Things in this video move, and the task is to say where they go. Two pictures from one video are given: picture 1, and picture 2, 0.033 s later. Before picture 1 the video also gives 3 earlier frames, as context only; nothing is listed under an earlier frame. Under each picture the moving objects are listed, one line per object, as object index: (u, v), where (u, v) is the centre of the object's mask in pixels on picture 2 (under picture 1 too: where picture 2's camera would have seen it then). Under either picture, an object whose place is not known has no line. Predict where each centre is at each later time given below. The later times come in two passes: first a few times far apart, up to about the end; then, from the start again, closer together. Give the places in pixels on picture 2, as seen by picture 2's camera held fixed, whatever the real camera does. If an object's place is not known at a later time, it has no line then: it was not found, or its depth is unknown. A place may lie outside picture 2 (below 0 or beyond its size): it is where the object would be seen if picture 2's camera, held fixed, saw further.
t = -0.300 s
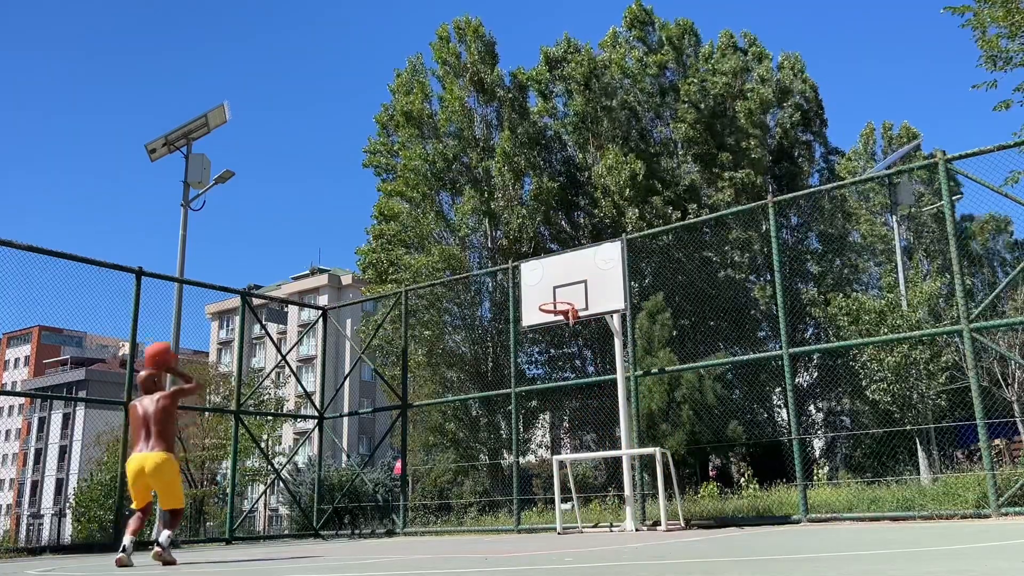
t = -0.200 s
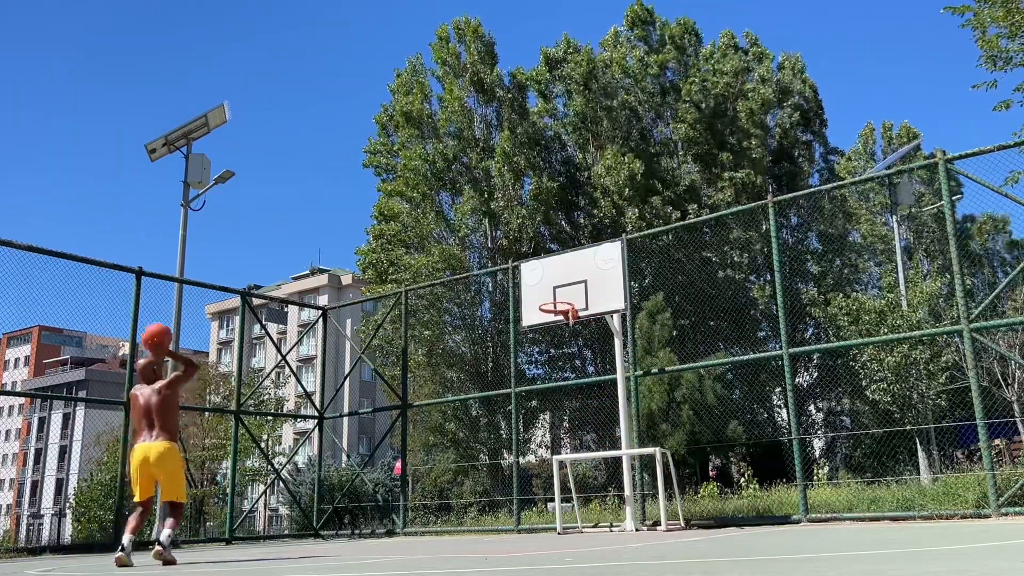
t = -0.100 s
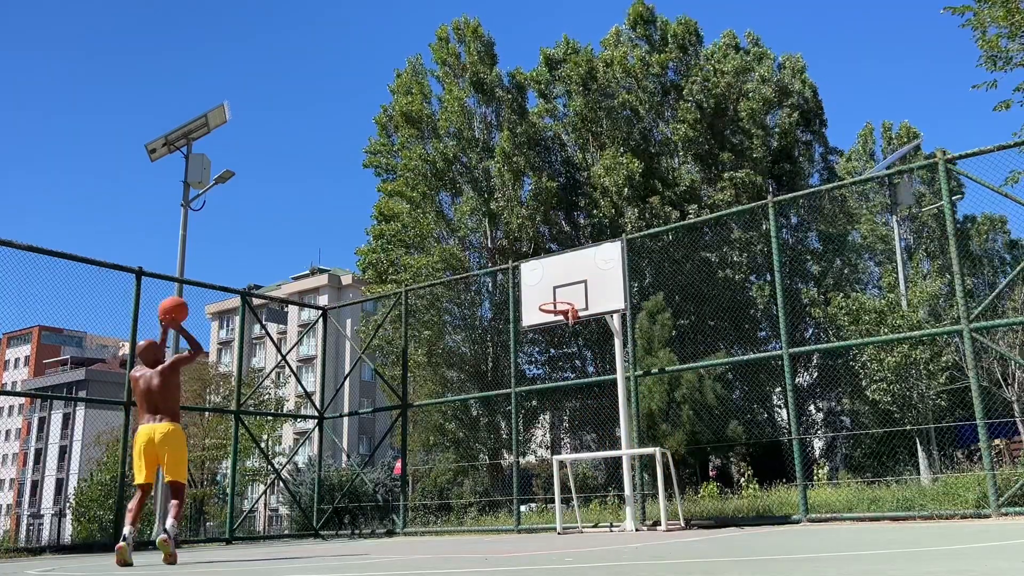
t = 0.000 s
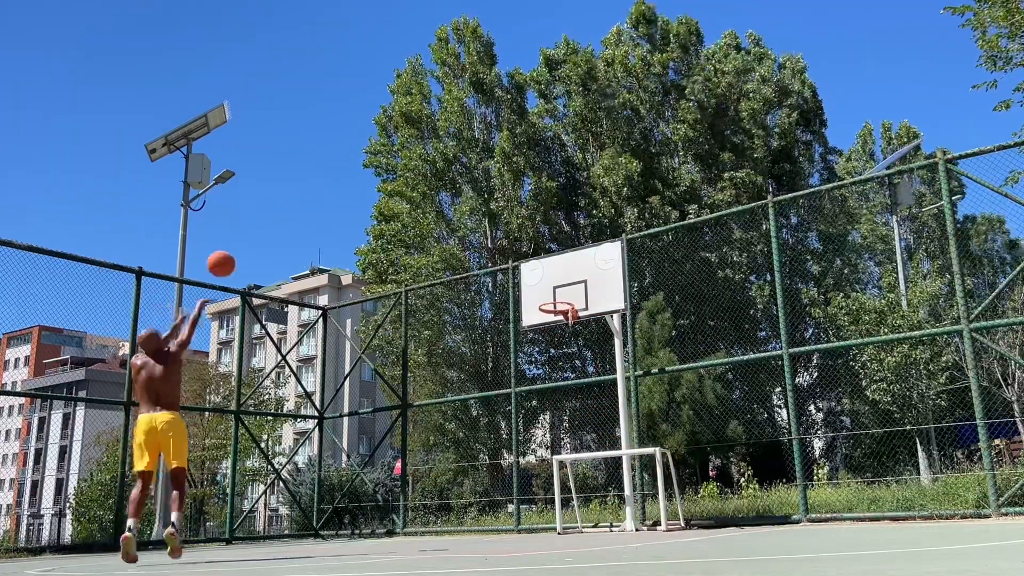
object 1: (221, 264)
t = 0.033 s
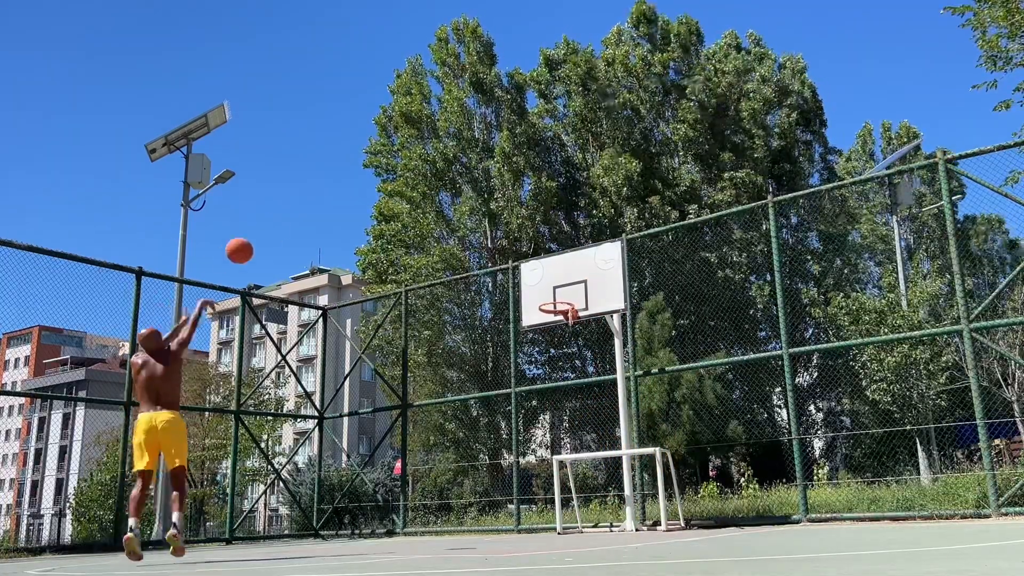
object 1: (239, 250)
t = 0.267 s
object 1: (347, 198)
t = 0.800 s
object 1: (517, 256)
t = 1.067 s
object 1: (582, 349)
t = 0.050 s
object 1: (248, 244)
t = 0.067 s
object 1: (257, 239)
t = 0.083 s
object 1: (265, 234)
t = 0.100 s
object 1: (274, 228)
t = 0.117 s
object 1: (282, 224)
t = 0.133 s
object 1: (289, 220)
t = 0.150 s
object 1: (297, 216)
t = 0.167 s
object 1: (305, 212)
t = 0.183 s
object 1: (312, 209)
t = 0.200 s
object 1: (319, 207)
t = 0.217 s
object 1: (327, 204)
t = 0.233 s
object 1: (334, 202)
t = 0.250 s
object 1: (340, 200)
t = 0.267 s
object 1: (347, 198)
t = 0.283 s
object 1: (354, 197)
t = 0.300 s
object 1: (360, 196)
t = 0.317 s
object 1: (366, 195)
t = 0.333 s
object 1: (373, 194)
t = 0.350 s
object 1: (379, 194)
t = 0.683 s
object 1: (486, 228)
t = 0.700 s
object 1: (490, 231)
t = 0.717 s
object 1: (495, 235)
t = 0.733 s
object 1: (499, 239)
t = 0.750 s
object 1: (504, 244)
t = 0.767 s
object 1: (508, 247)
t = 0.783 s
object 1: (512, 252)
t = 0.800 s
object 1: (517, 256)
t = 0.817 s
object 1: (520, 261)
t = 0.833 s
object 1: (525, 266)
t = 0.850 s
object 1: (529, 271)
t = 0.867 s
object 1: (534, 276)
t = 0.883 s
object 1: (538, 281)
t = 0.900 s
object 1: (542, 286)
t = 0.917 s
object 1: (546, 292)
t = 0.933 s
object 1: (550, 296)
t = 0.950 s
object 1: (554, 304)
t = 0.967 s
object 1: (558, 310)
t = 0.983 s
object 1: (561, 316)
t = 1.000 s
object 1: (565, 322)
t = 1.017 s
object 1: (571, 329)
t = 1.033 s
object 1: (573, 334)
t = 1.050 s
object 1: (577, 341)
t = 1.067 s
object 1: (582, 349)
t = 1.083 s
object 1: (585, 355)
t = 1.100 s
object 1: (589, 362)
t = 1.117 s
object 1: (593, 371)
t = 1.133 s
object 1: (597, 378)
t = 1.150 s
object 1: (600, 382)
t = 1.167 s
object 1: (605, 392)
